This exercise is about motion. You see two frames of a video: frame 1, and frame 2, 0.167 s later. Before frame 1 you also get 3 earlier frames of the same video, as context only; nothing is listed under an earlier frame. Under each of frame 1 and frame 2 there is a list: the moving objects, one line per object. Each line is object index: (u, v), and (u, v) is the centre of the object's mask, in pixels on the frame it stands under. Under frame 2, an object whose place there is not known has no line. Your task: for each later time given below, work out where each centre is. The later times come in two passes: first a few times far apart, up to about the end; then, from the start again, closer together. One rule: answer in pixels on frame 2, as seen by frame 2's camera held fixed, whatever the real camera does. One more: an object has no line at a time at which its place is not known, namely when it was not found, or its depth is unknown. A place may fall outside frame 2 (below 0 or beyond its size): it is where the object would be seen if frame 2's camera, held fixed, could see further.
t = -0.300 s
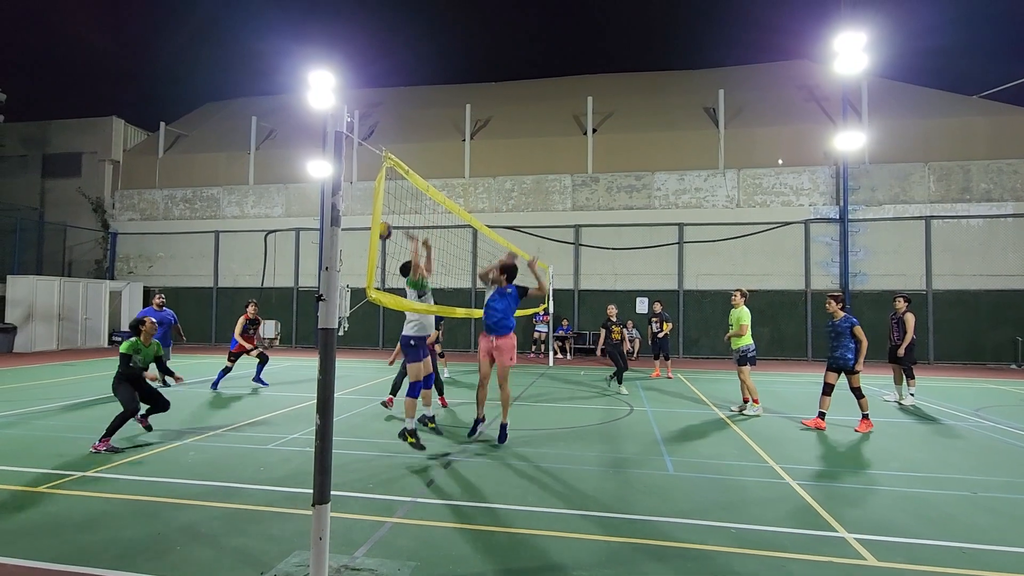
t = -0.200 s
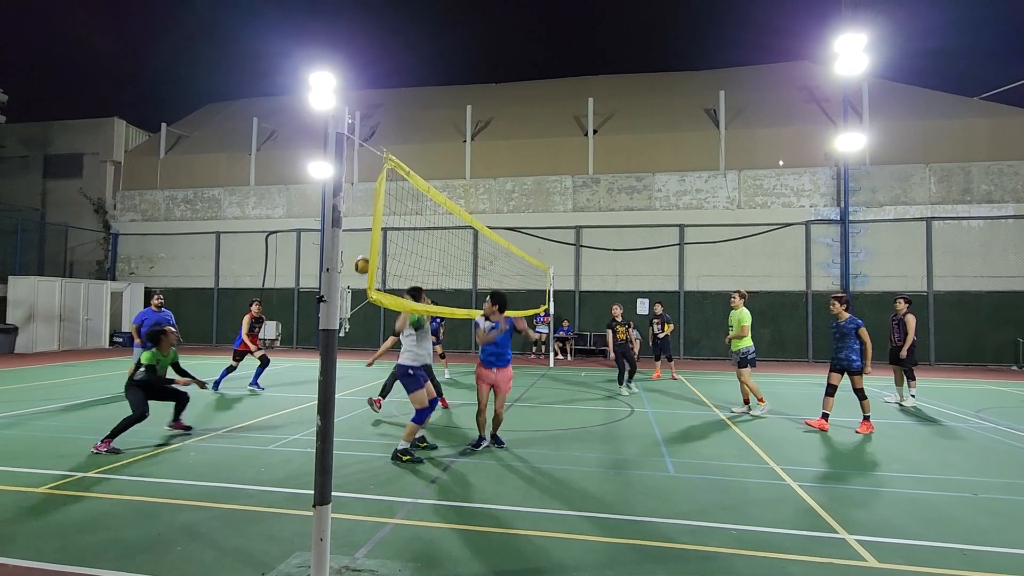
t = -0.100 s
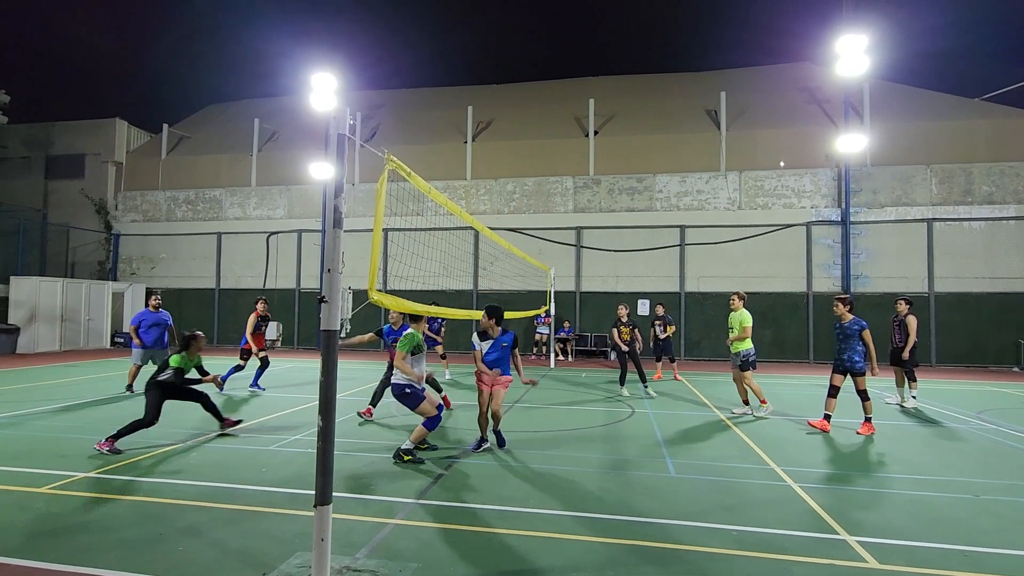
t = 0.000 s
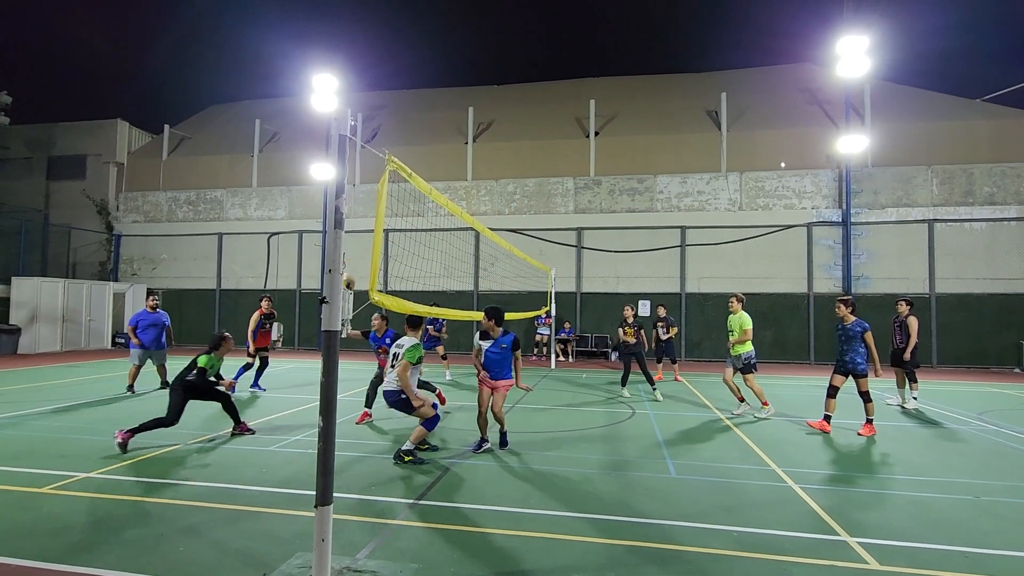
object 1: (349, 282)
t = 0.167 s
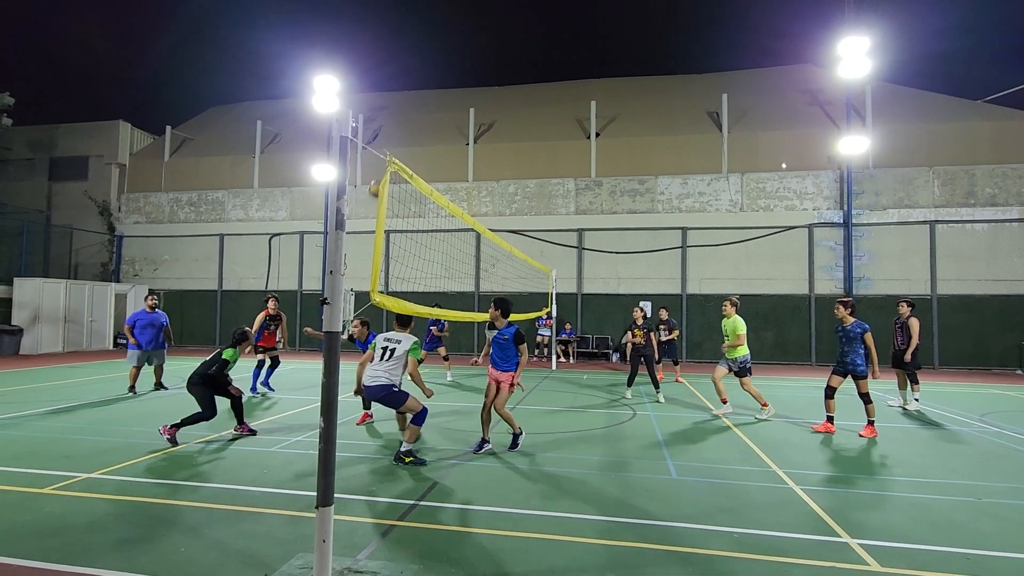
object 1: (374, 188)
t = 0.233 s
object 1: (384, 158)
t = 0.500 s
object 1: (435, 67)
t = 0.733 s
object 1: (474, 31)
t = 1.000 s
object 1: (517, 42)
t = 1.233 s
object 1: (554, 95)
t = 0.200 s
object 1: (379, 173)
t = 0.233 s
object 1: (384, 158)
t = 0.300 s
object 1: (400, 130)
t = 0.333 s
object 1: (405, 118)
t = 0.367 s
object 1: (411, 105)
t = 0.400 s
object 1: (417, 94)
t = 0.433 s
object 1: (423, 84)
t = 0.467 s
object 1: (429, 75)
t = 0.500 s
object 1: (435, 67)
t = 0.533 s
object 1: (440, 59)
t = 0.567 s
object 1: (446, 52)
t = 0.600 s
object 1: (451, 46)
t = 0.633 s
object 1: (457, 41)
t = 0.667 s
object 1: (463, 37)
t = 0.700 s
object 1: (468, 33)
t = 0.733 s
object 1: (474, 31)
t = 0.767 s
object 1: (479, 29)
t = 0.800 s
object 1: (485, 28)
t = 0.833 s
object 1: (490, 28)
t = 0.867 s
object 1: (496, 29)
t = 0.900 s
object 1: (501, 31)
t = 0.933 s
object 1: (506, 33)
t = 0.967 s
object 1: (512, 37)
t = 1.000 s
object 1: (517, 42)
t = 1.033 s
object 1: (523, 46)
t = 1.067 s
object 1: (528, 53)
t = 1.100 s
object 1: (533, 59)
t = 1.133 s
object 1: (538, 67)
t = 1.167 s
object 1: (544, 76)
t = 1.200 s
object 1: (548, 85)
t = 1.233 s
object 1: (554, 95)
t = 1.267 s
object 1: (559, 107)
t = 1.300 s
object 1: (564, 120)
